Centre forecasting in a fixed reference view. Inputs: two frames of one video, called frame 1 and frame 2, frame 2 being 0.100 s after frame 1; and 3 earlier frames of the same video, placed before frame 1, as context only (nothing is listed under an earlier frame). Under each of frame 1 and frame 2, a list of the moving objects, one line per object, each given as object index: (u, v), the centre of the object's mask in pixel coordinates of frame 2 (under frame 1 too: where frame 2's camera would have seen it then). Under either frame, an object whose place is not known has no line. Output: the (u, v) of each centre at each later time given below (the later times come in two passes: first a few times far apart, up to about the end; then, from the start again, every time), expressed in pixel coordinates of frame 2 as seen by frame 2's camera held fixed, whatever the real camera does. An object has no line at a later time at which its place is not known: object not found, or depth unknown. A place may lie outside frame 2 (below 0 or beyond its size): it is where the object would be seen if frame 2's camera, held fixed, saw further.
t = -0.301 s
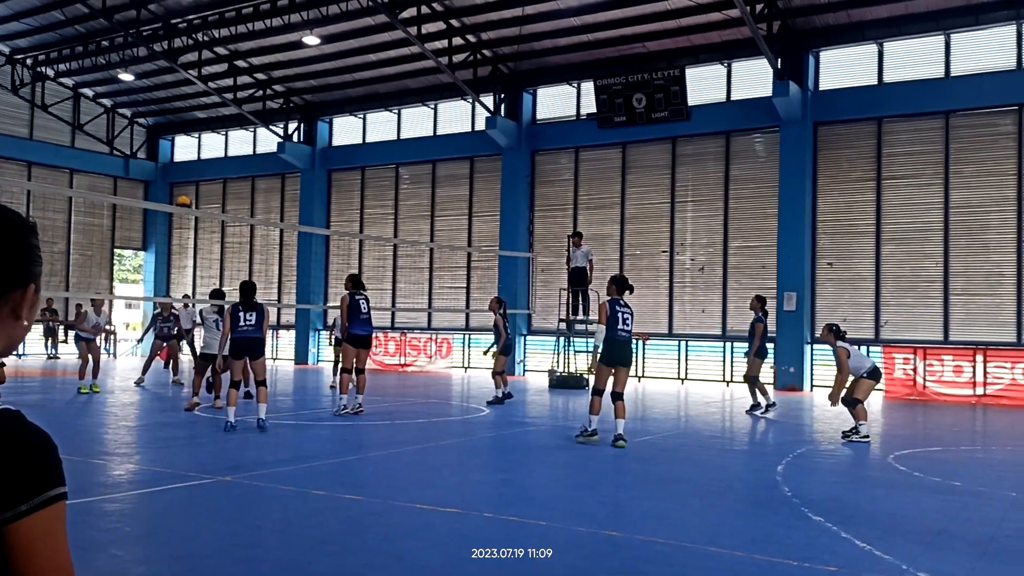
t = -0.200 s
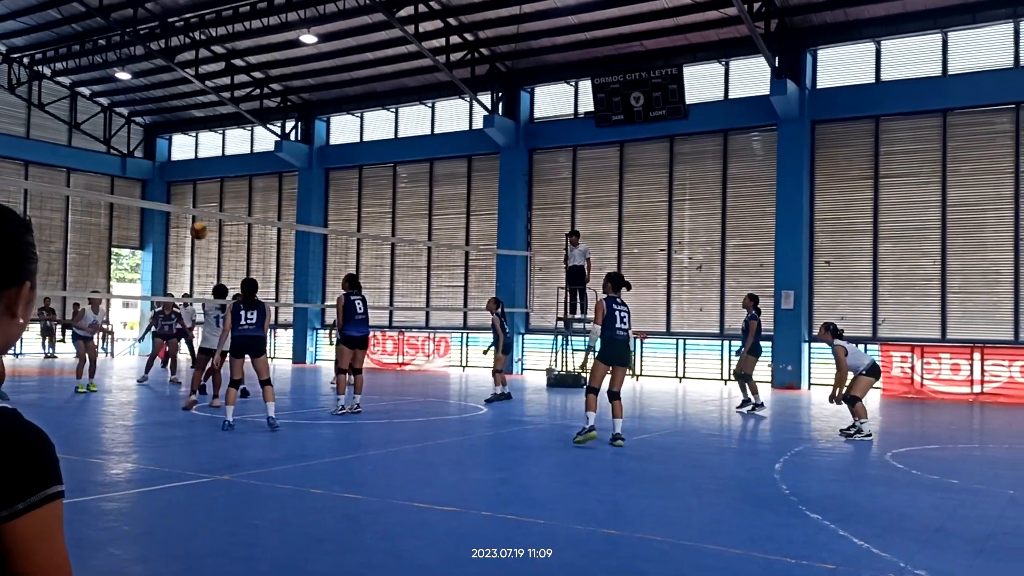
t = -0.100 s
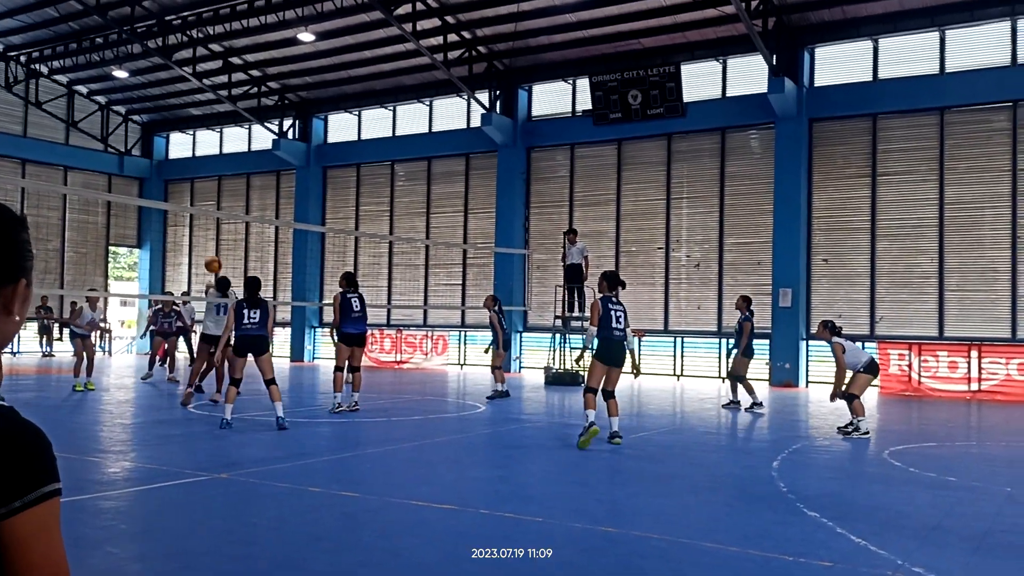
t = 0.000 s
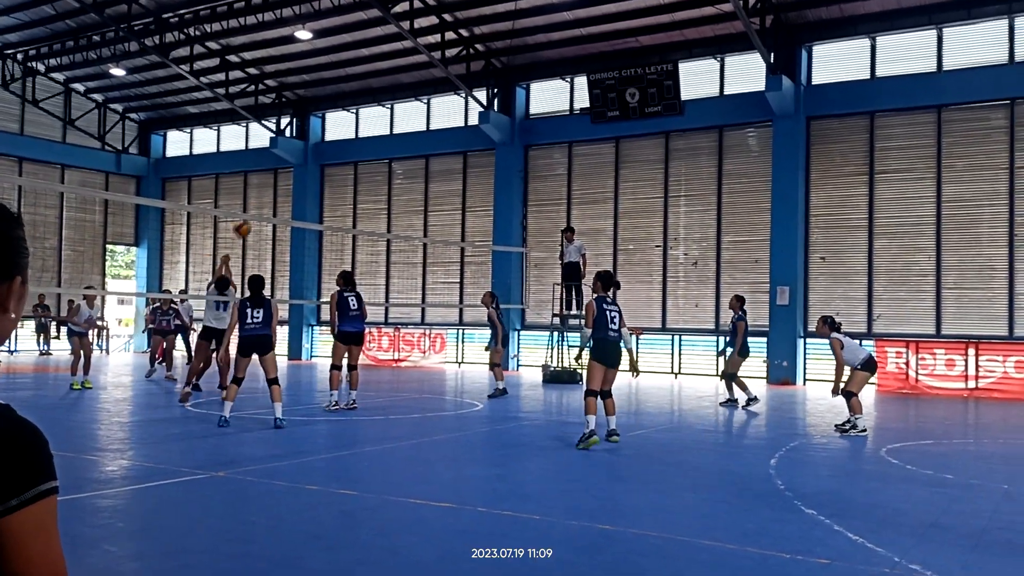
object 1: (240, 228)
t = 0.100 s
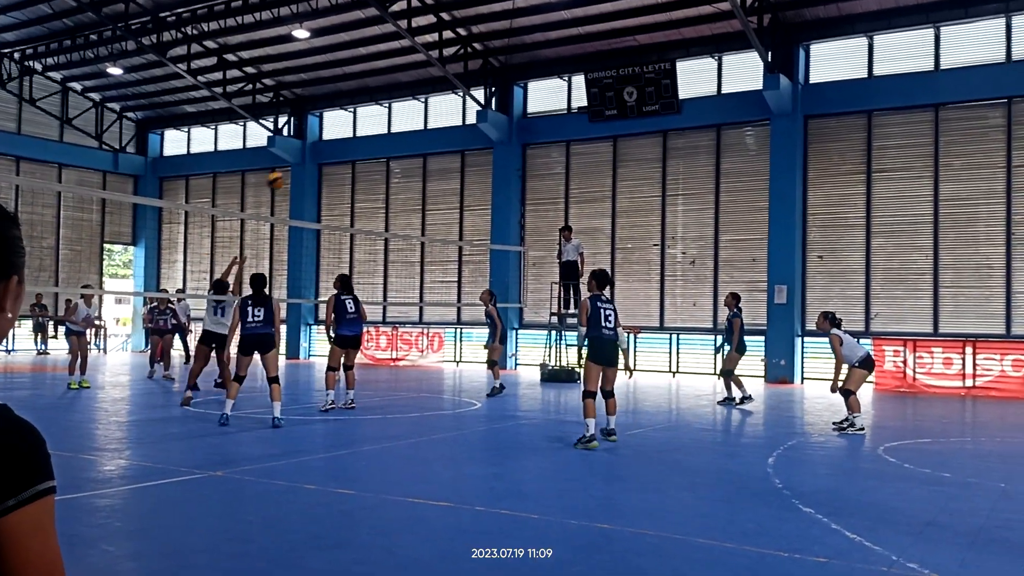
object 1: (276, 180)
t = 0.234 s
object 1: (324, 130)
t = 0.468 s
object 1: (414, 69)
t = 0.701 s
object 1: (511, 54)
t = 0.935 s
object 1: (615, 90)
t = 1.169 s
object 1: (729, 188)
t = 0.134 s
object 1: (288, 167)
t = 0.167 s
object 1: (300, 153)
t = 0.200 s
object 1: (312, 141)
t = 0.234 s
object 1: (324, 130)
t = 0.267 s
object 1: (337, 119)
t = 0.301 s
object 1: (349, 108)
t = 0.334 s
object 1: (363, 98)
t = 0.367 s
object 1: (375, 90)
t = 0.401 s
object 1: (388, 83)
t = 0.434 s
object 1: (401, 75)
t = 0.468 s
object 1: (414, 69)
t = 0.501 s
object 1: (428, 64)
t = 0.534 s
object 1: (441, 60)
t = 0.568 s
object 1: (455, 57)
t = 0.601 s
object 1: (468, 54)
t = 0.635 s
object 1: (482, 53)
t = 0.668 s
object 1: (496, 53)
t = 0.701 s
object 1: (511, 54)
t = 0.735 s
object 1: (525, 55)
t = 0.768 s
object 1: (539, 58)
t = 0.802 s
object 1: (554, 62)
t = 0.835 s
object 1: (569, 67)
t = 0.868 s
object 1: (586, 74)
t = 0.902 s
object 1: (599, 81)
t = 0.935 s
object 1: (615, 90)
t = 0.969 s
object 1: (631, 100)
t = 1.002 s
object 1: (647, 111)
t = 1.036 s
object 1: (663, 123)
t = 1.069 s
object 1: (681, 137)
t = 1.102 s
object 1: (696, 152)
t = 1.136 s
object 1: (714, 170)
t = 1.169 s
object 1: (729, 188)
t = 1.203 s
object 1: (748, 208)
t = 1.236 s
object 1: (766, 230)
